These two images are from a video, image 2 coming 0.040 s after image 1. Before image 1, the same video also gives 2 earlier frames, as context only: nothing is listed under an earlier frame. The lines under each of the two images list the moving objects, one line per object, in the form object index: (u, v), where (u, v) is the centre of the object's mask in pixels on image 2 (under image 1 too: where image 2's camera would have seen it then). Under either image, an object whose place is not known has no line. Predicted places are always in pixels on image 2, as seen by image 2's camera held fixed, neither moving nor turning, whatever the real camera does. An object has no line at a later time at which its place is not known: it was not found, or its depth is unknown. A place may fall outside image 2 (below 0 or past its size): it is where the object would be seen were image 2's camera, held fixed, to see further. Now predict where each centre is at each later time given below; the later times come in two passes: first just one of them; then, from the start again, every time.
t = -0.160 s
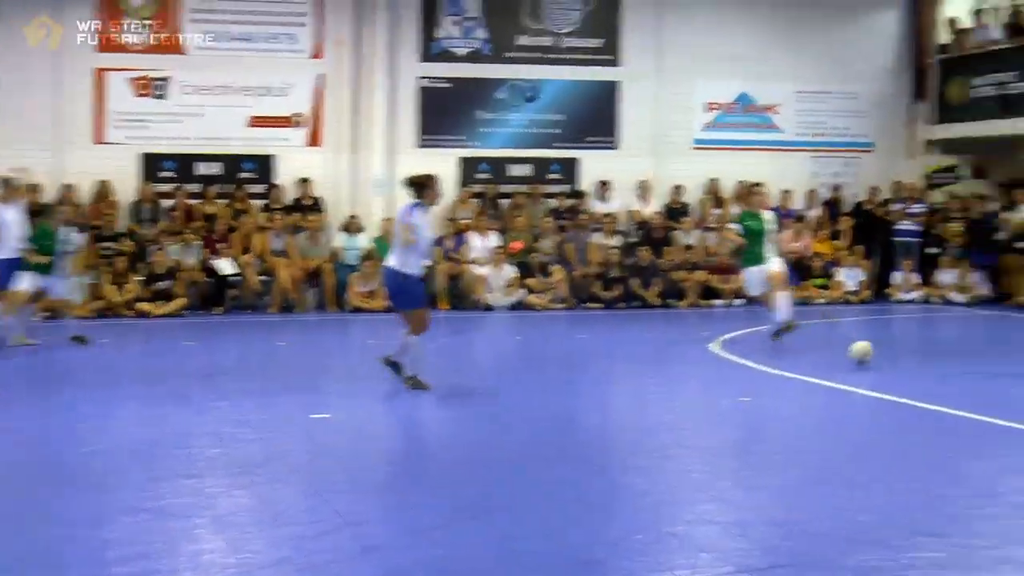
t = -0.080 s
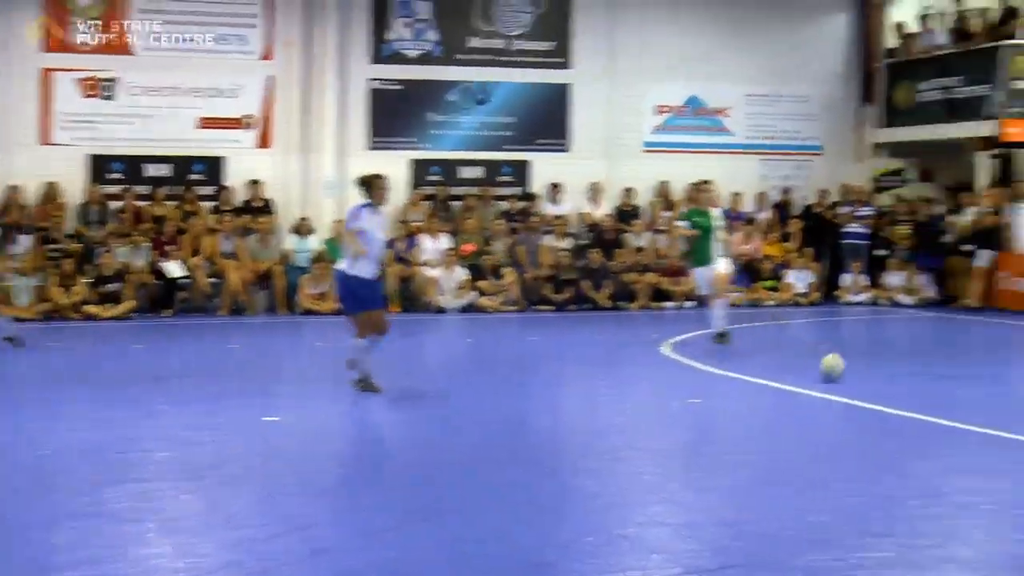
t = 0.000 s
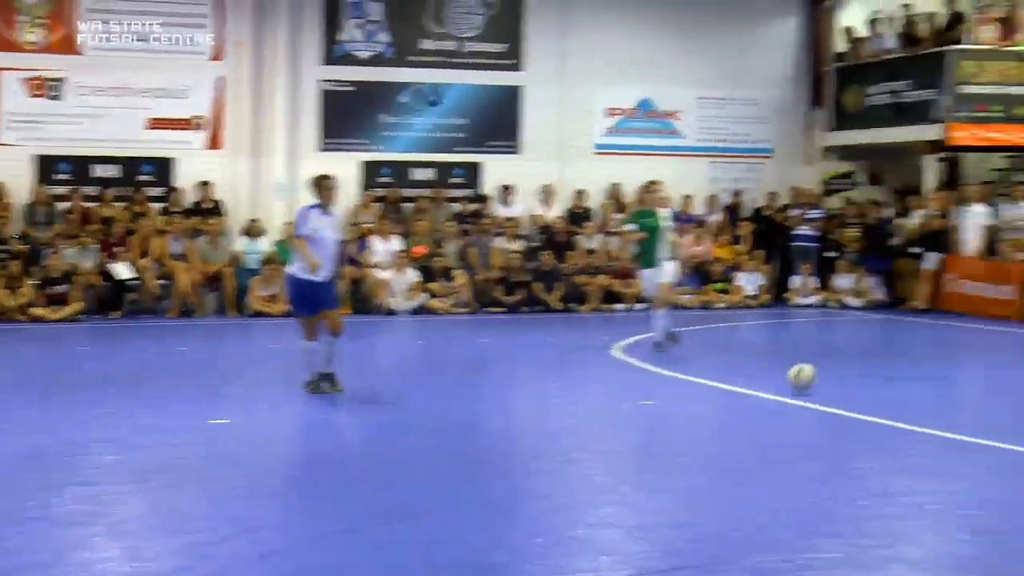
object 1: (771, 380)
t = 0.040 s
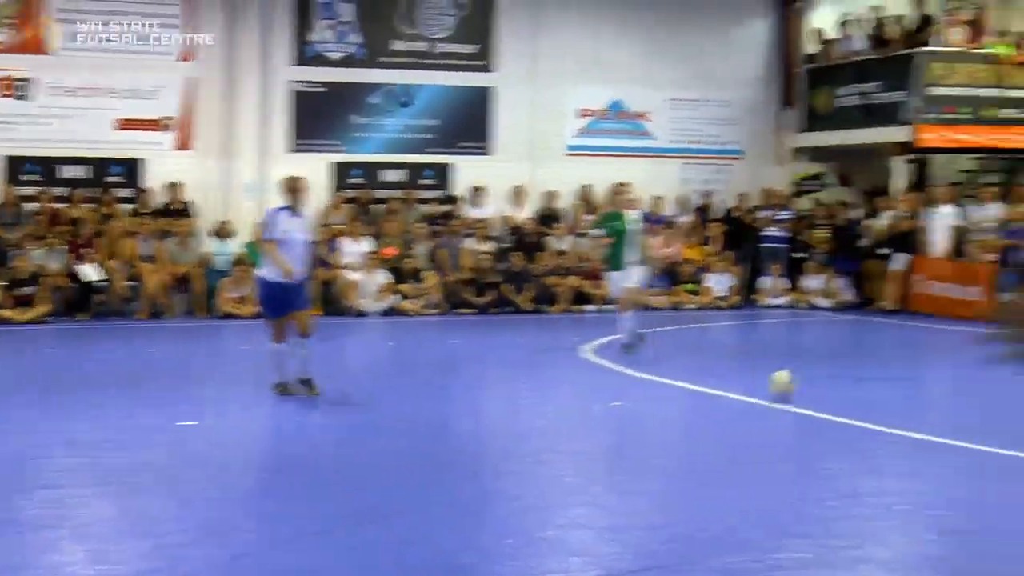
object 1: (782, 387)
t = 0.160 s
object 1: (822, 408)
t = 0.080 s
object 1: (795, 393)
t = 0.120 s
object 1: (809, 399)
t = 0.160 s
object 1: (822, 408)
